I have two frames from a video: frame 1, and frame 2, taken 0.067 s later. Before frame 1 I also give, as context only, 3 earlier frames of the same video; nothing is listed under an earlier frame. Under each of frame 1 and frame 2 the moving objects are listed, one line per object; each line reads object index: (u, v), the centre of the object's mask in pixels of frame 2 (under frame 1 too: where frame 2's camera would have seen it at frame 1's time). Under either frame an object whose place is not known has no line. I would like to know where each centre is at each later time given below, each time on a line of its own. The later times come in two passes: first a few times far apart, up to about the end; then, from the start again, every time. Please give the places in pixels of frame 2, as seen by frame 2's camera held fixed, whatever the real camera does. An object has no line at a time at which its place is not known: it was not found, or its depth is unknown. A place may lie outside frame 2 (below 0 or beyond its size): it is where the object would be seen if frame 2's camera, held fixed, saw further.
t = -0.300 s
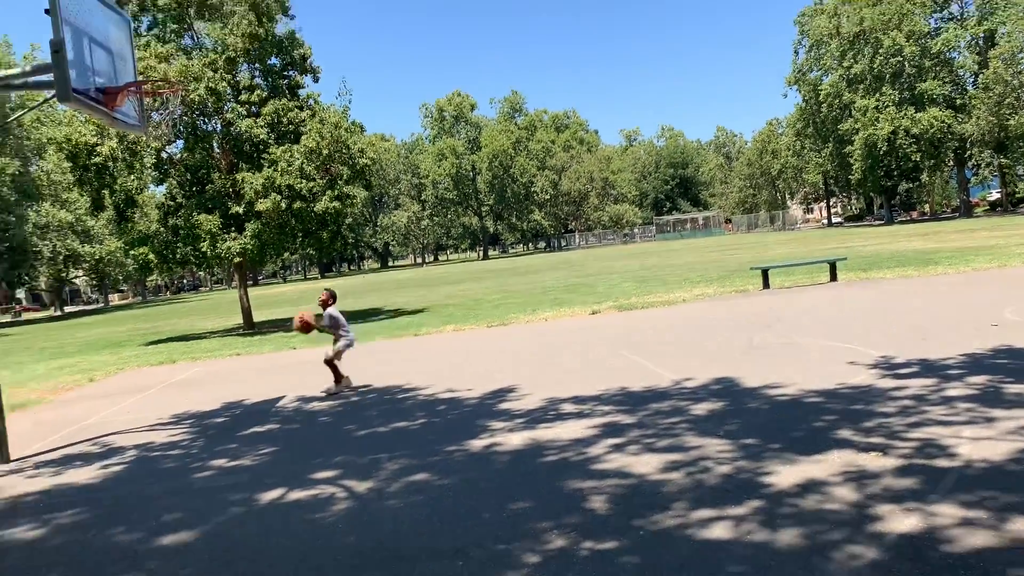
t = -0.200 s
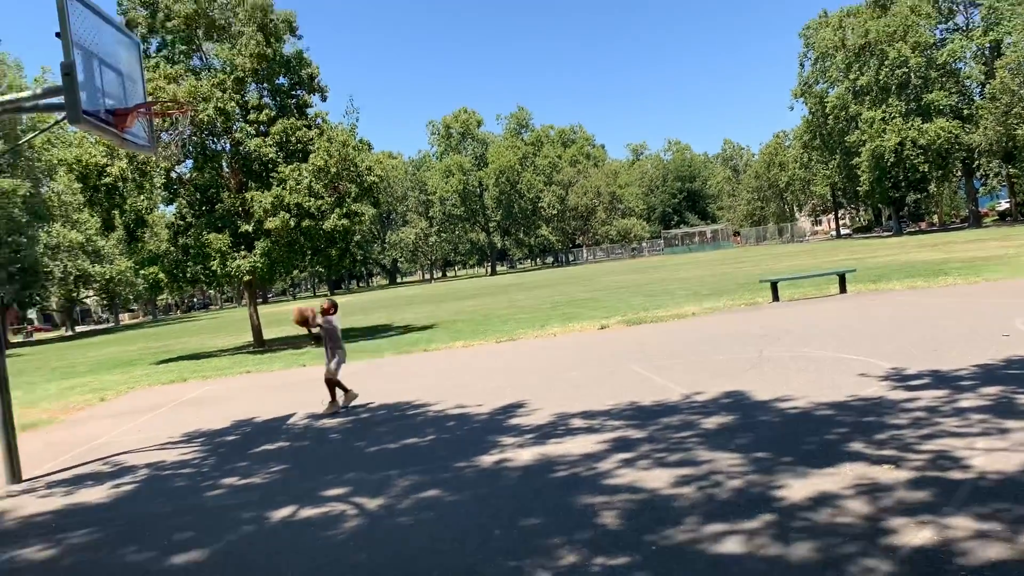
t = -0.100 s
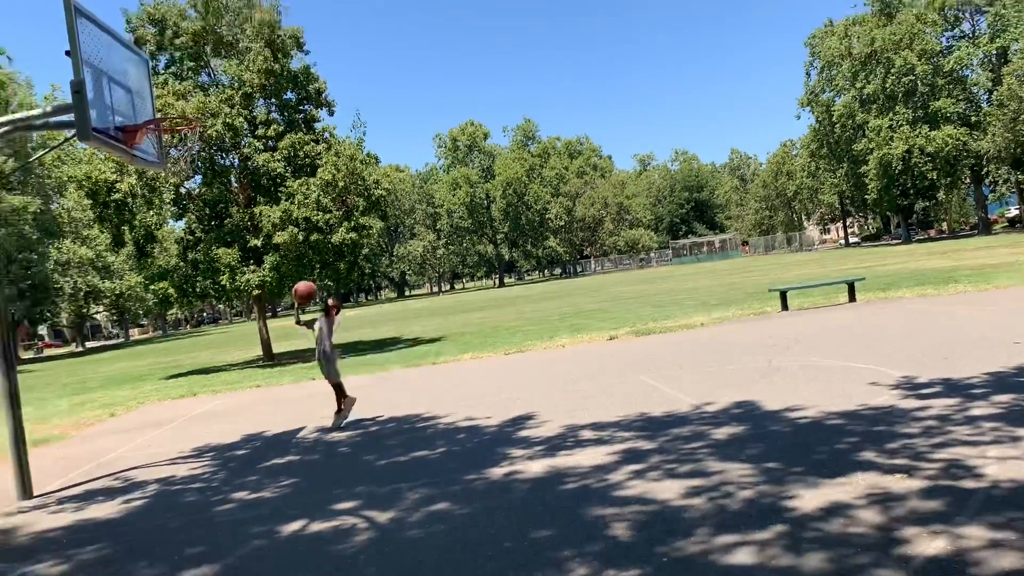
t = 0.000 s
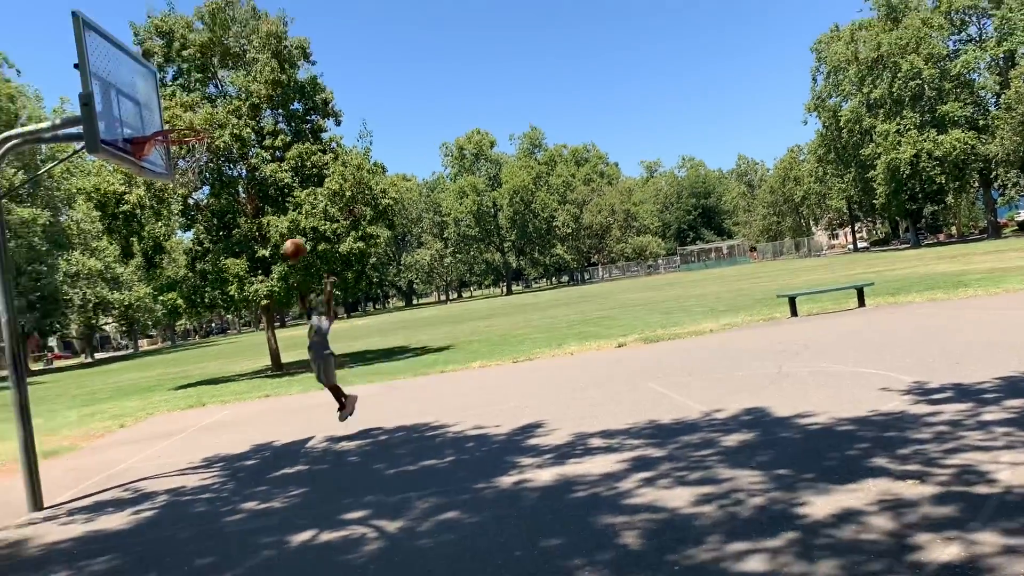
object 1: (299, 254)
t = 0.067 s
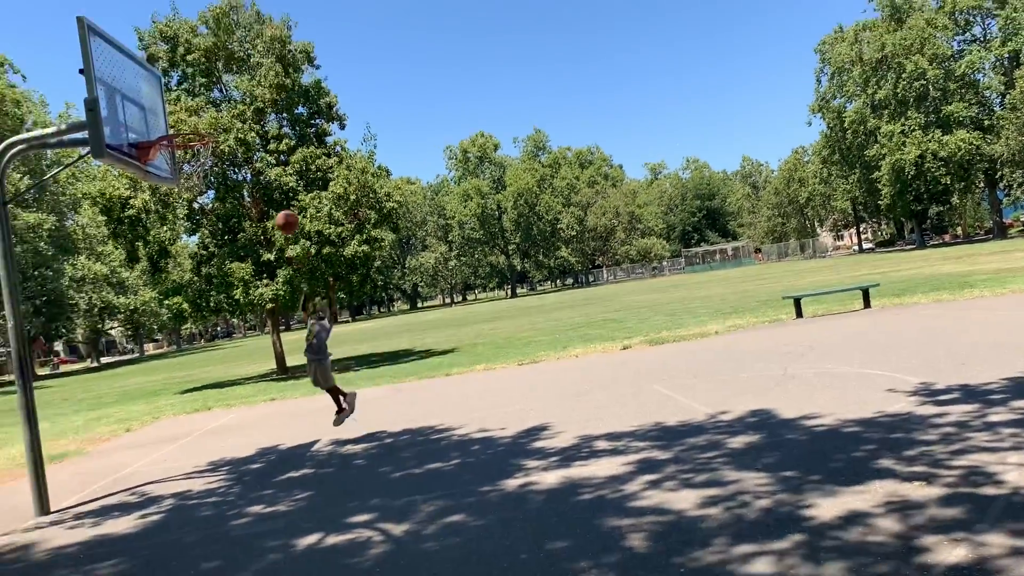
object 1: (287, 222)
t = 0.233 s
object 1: (257, 158)
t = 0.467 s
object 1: (218, 110)
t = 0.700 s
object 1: (185, 118)
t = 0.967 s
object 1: (197, 173)
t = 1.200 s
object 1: (204, 197)
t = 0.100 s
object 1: (281, 208)
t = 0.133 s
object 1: (274, 195)
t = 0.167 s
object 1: (268, 182)
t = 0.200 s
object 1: (263, 170)
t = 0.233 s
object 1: (257, 158)
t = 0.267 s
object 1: (251, 148)
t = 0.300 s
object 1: (245, 140)
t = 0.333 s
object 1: (240, 132)
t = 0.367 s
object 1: (234, 124)
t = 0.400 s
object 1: (229, 119)
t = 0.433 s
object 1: (223, 114)
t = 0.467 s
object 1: (218, 110)
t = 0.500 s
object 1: (214, 108)
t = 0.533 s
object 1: (208, 107)
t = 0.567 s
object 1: (204, 106)
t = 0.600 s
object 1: (198, 107)
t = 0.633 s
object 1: (194, 110)
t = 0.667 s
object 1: (189, 114)
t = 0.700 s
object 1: (185, 118)
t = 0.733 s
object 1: (181, 123)
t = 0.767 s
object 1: (177, 132)
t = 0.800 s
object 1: (179, 139)
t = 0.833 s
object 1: (183, 145)
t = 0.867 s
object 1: (186, 154)
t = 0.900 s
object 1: (189, 163)
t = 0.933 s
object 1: (192, 166)
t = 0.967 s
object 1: (197, 173)
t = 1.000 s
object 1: (197, 173)
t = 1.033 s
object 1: (198, 174)
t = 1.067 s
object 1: (199, 176)
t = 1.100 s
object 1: (198, 179)
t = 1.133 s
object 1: (200, 179)
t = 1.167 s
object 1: (202, 191)
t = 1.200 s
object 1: (204, 197)
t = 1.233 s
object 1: (204, 204)
